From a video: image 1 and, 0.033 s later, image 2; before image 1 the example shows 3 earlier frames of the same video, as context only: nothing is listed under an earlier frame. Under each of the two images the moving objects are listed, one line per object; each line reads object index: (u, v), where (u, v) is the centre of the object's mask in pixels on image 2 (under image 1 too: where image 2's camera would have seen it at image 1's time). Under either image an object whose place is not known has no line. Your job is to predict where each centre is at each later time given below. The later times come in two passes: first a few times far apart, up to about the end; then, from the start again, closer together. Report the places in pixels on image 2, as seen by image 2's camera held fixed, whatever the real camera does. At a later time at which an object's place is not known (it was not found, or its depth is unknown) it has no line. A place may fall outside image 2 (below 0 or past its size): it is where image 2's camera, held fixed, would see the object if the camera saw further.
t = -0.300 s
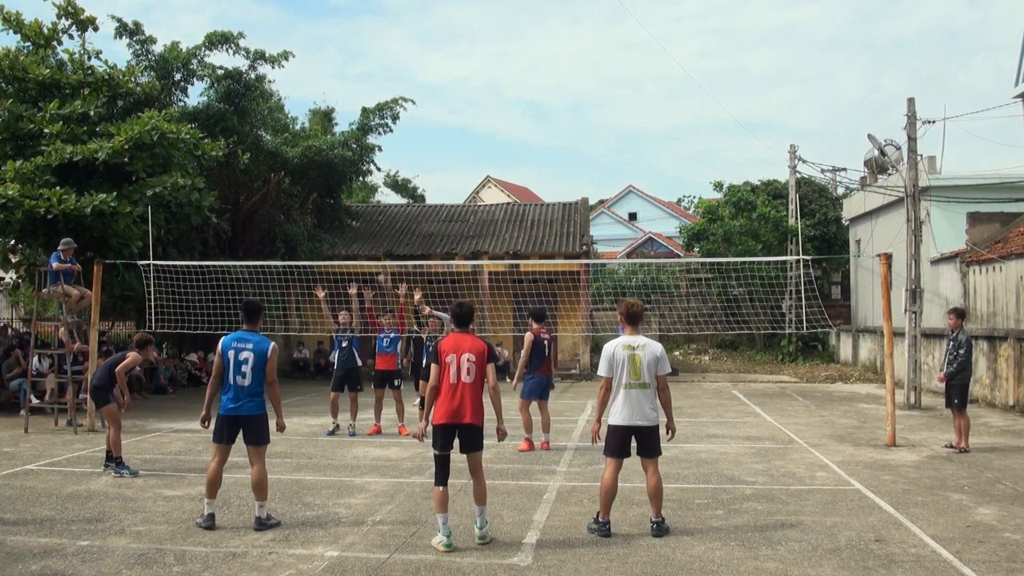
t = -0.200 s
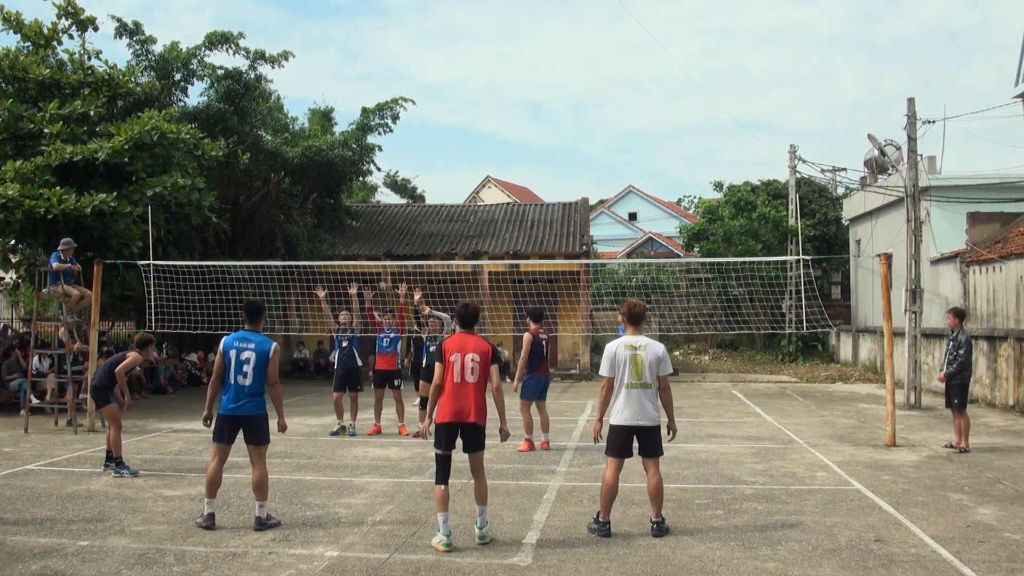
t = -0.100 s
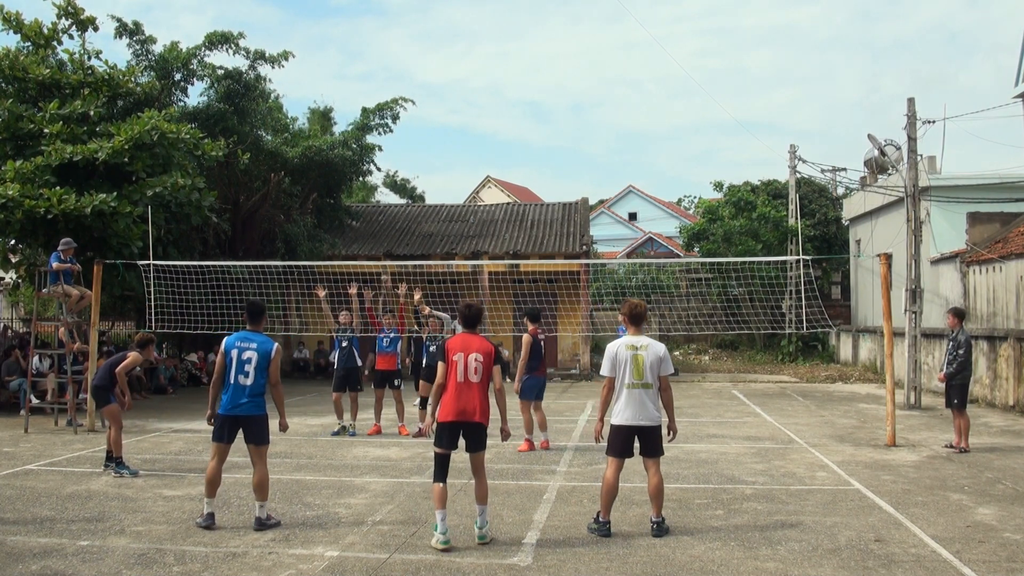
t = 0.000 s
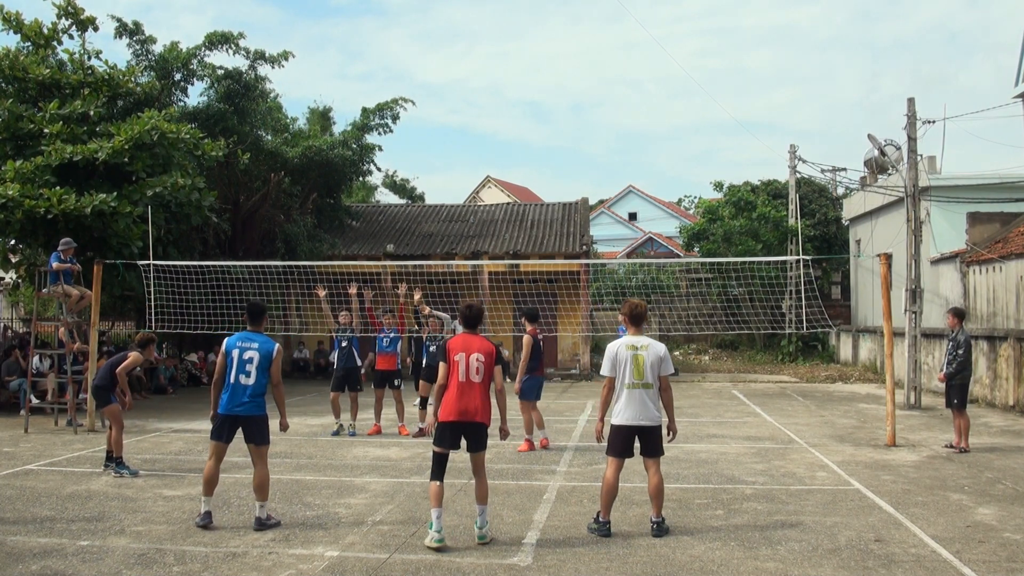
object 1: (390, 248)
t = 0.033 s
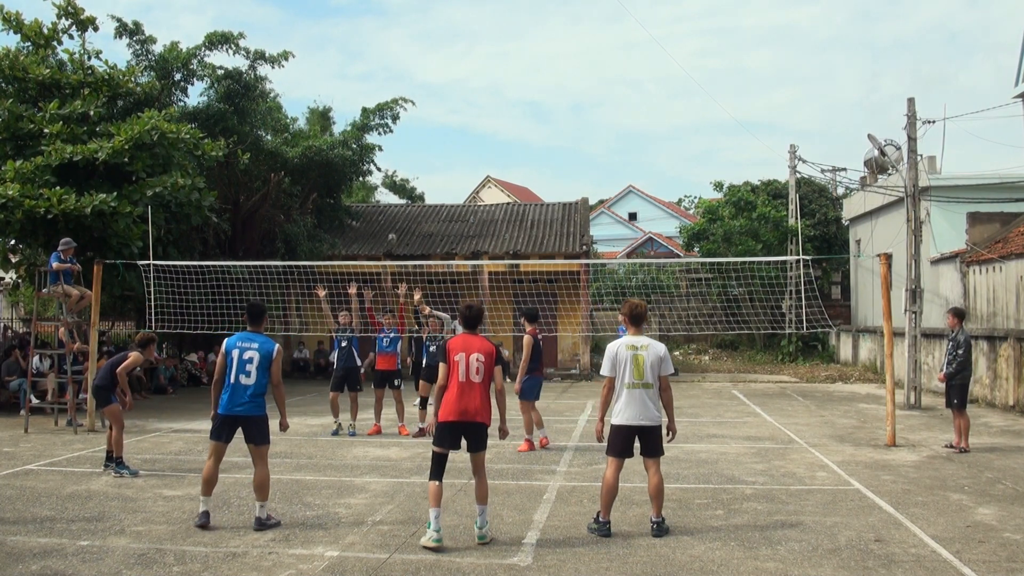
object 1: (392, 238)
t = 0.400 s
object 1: (414, 146)
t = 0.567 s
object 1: (426, 118)
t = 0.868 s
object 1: (458, 104)
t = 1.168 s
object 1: (512, 166)
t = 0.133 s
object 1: (397, 209)
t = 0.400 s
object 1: (414, 146)
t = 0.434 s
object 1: (416, 139)
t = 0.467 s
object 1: (418, 134)
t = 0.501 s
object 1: (421, 128)
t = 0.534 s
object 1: (424, 123)
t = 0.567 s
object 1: (426, 118)
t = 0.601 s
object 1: (429, 114)
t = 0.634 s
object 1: (432, 111)
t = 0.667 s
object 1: (435, 108)
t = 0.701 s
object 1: (438, 105)
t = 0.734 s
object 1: (442, 103)
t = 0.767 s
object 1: (445, 103)
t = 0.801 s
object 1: (449, 102)
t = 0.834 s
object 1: (454, 103)
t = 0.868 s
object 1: (458, 104)
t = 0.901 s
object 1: (463, 106)
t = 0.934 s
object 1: (467, 109)
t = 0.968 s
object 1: (473, 113)
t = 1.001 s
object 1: (478, 119)
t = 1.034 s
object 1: (484, 125)
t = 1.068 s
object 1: (490, 133)
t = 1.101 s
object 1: (497, 143)
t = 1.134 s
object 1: (504, 154)
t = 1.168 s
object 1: (512, 166)
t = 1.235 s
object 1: (530, 198)
